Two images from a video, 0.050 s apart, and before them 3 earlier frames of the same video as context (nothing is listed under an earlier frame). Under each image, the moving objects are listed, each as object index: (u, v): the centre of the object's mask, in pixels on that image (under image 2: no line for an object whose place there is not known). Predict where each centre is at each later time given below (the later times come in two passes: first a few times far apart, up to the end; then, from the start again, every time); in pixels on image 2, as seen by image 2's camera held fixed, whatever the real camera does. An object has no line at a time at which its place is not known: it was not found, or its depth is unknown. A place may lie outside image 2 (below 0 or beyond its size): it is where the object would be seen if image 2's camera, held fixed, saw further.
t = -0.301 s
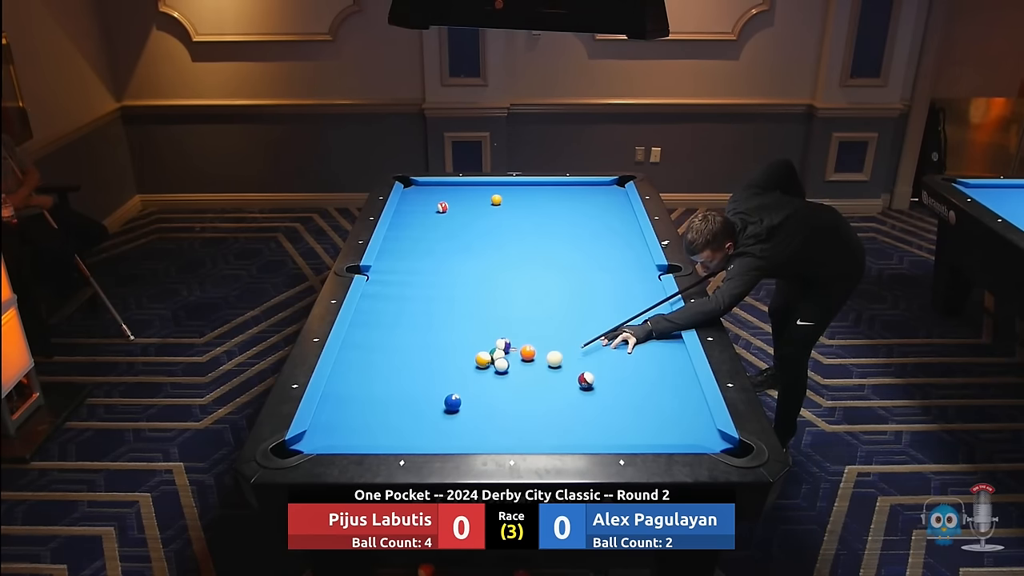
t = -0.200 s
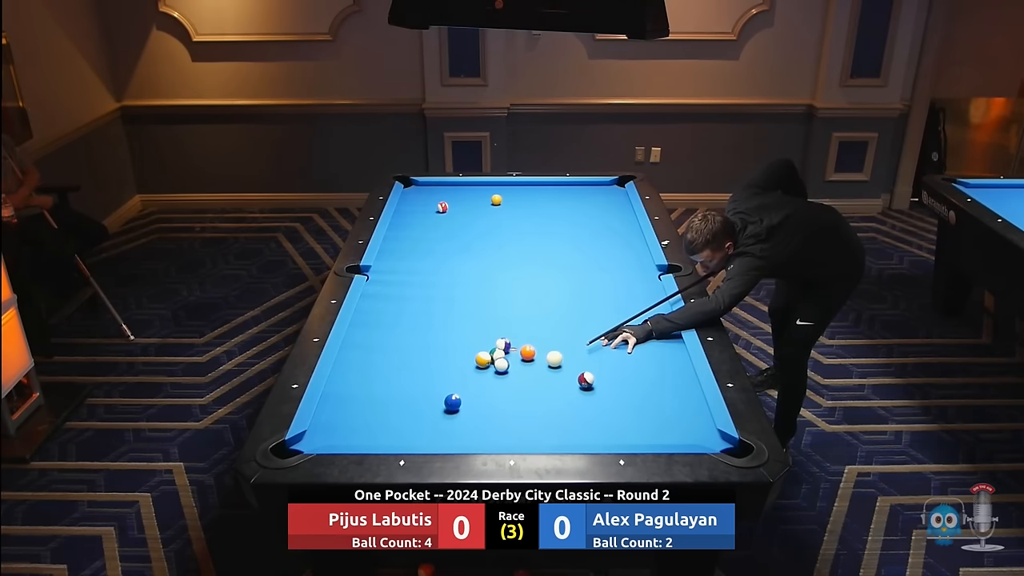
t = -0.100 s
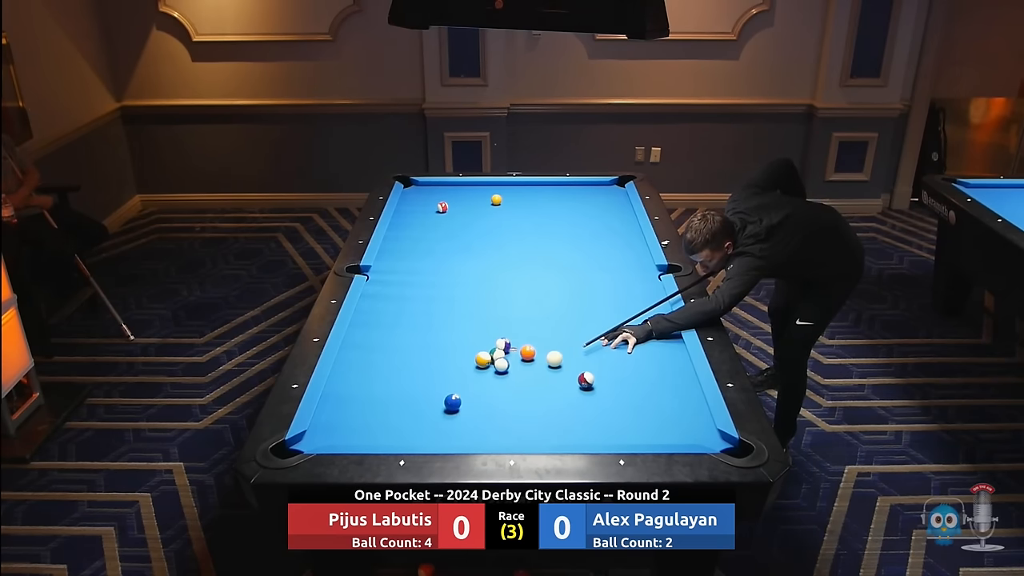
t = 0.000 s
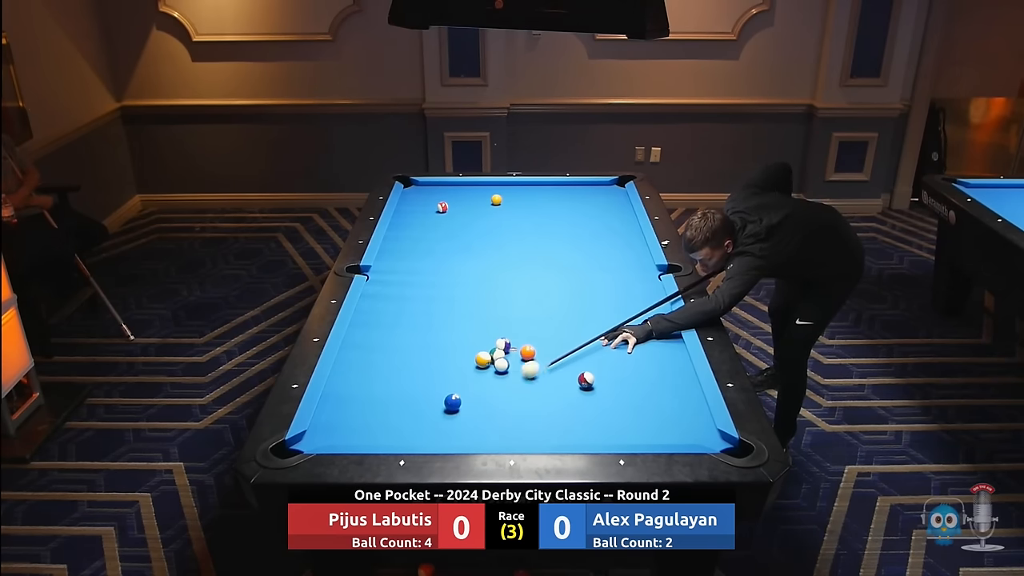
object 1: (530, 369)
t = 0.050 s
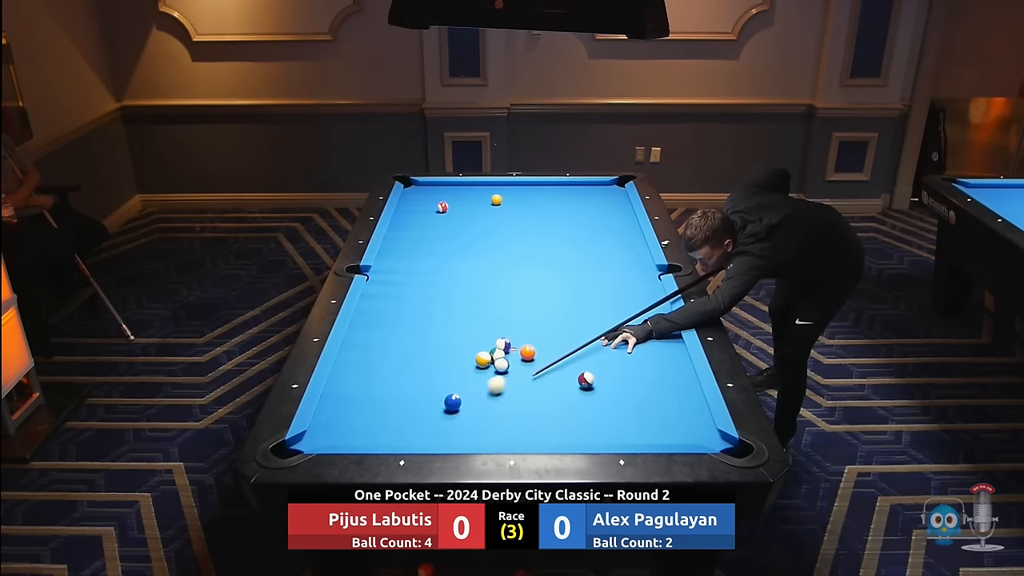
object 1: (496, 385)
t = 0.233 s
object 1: (478, 413)
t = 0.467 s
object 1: (493, 434)
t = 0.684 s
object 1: (515, 434)
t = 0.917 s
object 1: (541, 423)
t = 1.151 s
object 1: (564, 413)
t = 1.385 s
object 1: (586, 404)
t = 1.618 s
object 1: (606, 395)
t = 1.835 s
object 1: (623, 388)
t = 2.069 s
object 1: (640, 381)
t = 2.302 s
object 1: (655, 374)
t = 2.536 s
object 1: (669, 368)
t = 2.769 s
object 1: (681, 362)
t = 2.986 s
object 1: (676, 358)
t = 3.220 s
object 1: (667, 354)
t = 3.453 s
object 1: (659, 351)
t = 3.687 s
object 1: (652, 348)
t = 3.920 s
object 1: (645, 346)
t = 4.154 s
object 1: (640, 344)
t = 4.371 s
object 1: (636, 342)
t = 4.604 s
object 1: (633, 342)
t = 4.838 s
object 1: (631, 341)
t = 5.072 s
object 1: (629, 341)
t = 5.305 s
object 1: (628, 340)
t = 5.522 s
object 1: (628, 340)
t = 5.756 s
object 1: (628, 340)
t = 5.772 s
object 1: (628, 340)
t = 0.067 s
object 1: (484, 390)
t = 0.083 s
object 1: (473, 396)
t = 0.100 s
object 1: (469, 399)
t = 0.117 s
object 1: (470, 401)
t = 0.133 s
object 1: (472, 403)
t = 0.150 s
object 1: (473, 405)
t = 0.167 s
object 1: (474, 406)
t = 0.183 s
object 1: (475, 408)
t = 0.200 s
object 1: (476, 410)
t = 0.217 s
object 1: (477, 411)
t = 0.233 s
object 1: (478, 413)
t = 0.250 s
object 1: (479, 414)
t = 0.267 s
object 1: (480, 416)
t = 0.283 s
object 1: (481, 417)
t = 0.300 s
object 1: (482, 419)
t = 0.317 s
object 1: (483, 421)
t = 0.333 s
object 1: (484, 422)
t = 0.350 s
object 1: (485, 424)
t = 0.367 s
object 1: (486, 425)
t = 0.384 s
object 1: (488, 427)
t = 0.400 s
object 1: (489, 428)
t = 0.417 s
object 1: (490, 430)
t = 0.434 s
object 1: (491, 431)
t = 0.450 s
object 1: (492, 433)
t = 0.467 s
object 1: (493, 434)
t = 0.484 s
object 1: (494, 435)
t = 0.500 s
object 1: (495, 436)
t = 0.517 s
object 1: (496, 437)
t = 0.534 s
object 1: (497, 438)
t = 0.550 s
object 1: (499, 438)
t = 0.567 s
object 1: (502, 438)
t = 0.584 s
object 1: (503, 437)
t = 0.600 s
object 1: (505, 436)
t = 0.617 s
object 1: (507, 436)
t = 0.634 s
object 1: (509, 435)
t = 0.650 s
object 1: (511, 435)
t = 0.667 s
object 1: (513, 434)
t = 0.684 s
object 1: (515, 434)
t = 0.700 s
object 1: (517, 433)
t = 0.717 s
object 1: (519, 432)
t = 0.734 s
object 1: (521, 431)
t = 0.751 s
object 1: (523, 431)
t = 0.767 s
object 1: (524, 430)
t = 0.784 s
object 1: (526, 429)
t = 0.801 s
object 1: (528, 428)
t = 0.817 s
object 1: (530, 428)
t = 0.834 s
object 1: (532, 427)
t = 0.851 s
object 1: (533, 426)
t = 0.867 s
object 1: (535, 425)
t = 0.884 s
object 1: (537, 424)
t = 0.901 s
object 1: (539, 424)
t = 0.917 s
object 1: (541, 423)
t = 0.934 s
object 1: (542, 422)
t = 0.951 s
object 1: (544, 421)
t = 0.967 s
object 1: (546, 421)
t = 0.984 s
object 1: (548, 420)
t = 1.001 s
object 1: (549, 419)
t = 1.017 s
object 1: (551, 419)
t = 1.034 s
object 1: (553, 418)
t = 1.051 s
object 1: (554, 417)
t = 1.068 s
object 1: (556, 417)
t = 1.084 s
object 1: (558, 416)
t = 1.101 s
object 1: (559, 415)
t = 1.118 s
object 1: (561, 414)
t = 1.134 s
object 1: (563, 414)
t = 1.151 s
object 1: (564, 413)
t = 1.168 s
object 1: (566, 412)
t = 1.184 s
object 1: (568, 412)
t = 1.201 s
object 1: (569, 411)
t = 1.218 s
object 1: (571, 410)
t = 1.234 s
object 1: (572, 410)
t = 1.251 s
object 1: (574, 409)
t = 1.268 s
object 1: (575, 408)
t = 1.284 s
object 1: (577, 408)
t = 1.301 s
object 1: (578, 407)
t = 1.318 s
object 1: (580, 407)
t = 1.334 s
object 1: (582, 406)
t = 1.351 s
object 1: (583, 405)
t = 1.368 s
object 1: (584, 405)
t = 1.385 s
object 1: (586, 404)
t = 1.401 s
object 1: (587, 403)
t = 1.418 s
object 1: (589, 403)
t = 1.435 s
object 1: (590, 402)
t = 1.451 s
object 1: (592, 401)
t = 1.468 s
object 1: (593, 401)
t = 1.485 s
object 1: (595, 400)
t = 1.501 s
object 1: (596, 400)
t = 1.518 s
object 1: (598, 399)
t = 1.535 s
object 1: (599, 399)
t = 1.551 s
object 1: (601, 398)
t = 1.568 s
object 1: (602, 397)
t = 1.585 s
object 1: (603, 397)
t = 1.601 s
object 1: (605, 396)
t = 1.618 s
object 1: (606, 395)
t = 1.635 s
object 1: (607, 395)
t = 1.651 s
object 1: (609, 394)
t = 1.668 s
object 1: (610, 394)
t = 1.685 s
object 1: (612, 393)
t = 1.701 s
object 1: (613, 393)
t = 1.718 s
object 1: (614, 392)
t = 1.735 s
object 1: (615, 392)
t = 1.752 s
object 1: (617, 391)
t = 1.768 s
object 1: (618, 391)
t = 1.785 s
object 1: (619, 390)
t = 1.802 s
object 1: (620, 389)
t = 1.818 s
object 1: (622, 389)
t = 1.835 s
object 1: (623, 388)
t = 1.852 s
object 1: (624, 388)
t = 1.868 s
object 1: (626, 387)
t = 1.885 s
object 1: (627, 386)
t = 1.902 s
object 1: (628, 386)
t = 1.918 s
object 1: (629, 385)
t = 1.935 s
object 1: (630, 385)
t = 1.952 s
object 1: (632, 384)
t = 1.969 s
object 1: (633, 384)
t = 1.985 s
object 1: (634, 383)
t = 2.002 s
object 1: (635, 383)
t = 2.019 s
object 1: (636, 382)
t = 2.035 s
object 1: (637, 382)
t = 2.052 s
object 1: (639, 381)
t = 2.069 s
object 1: (640, 381)
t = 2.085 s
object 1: (641, 380)
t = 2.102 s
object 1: (642, 380)
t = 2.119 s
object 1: (643, 379)
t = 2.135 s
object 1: (644, 379)
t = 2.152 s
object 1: (645, 378)
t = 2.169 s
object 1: (646, 378)
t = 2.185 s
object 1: (648, 377)
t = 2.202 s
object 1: (649, 377)
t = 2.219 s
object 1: (650, 376)
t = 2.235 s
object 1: (651, 376)
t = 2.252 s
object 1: (652, 375)
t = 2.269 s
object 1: (653, 375)
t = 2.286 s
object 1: (654, 374)
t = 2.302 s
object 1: (655, 374)
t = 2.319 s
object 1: (656, 373)
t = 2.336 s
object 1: (657, 373)
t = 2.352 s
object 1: (658, 373)
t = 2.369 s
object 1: (659, 372)
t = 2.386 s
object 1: (660, 372)
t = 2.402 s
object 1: (661, 371)
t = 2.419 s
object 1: (662, 371)
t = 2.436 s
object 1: (663, 370)
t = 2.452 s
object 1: (664, 370)
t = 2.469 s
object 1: (665, 369)
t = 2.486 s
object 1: (666, 369)
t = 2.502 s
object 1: (667, 368)
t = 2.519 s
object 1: (668, 368)
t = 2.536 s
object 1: (669, 368)
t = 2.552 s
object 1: (670, 367)
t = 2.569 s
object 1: (671, 367)
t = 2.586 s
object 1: (672, 367)
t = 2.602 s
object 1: (673, 366)
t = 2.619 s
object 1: (674, 366)
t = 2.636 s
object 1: (674, 365)
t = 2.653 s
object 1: (675, 365)
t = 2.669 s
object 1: (676, 364)
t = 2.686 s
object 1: (677, 364)
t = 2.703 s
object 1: (678, 363)
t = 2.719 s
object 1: (679, 363)
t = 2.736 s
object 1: (680, 363)
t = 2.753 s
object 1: (681, 362)
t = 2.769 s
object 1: (681, 362)
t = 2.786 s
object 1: (682, 362)
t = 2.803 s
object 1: (683, 361)
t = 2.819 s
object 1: (683, 361)
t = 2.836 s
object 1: (682, 360)
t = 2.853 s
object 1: (681, 360)
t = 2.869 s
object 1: (681, 360)
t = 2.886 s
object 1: (680, 360)
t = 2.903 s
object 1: (679, 359)
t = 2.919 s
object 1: (679, 359)
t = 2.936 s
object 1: (678, 359)
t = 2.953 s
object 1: (677, 359)
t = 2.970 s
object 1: (676, 358)
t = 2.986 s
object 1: (676, 358)
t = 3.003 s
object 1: (675, 358)
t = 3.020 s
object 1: (674, 357)
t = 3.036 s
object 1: (674, 357)
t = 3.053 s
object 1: (673, 357)
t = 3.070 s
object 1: (672, 356)
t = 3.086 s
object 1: (672, 356)
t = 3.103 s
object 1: (671, 356)
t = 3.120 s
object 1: (671, 356)
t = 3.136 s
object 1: (670, 355)
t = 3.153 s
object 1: (669, 355)
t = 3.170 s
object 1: (669, 355)
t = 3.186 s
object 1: (668, 355)
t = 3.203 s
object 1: (667, 354)
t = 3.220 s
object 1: (667, 354)
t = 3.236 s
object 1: (666, 354)
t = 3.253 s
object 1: (665, 354)
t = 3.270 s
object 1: (665, 353)
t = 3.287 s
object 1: (664, 353)
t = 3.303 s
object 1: (664, 353)
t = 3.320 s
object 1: (663, 353)
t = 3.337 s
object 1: (663, 352)
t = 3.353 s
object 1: (662, 352)
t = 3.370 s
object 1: (661, 352)
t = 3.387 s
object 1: (661, 352)
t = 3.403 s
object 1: (660, 351)
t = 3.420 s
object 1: (660, 351)
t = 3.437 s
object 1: (659, 351)
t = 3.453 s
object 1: (659, 351)
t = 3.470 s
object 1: (658, 351)
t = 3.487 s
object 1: (658, 350)
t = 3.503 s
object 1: (657, 350)
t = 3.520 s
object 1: (657, 350)
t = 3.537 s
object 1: (656, 350)
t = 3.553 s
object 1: (656, 350)
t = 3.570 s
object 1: (655, 349)
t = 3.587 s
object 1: (655, 349)
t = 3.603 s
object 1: (654, 349)
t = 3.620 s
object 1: (654, 349)
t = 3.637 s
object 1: (653, 348)
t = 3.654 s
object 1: (653, 348)
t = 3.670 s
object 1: (652, 348)
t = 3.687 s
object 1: (652, 348)
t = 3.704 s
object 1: (651, 348)
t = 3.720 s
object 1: (651, 348)
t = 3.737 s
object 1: (650, 348)
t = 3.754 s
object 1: (650, 347)
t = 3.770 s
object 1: (649, 347)
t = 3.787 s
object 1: (649, 347)
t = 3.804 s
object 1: (648, 347)
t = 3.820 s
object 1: (648, 347)
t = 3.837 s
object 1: (648, 346)
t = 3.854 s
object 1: (647, 346)
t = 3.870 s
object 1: (647, 346)
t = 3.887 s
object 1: (646, 346)
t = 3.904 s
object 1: (646, 346)
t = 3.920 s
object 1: (645, 346)
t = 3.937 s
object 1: (645, 346)
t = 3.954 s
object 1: (645, 345)
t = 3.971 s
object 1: (644, 345)
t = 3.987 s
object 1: (644, 345)
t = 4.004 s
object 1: (643, 345)
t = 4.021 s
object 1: (643, 345)
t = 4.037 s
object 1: (643, 345)
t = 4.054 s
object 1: (642, 345)
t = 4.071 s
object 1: (642, 344)
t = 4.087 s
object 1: (642, 344)
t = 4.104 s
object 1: (641, 344)
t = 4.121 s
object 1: (641, 344)
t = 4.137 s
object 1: (640, 344)
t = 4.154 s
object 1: (640, 344)
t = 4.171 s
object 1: (640, 344)
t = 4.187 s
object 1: (640, 344)
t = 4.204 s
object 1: (639, 343)
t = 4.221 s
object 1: (639, 343)
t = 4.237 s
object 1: (639, 343)
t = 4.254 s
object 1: (638, 343)
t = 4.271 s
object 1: (638, 343)
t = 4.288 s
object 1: (638, 343)
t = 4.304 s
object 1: (637, 343)
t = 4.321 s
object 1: (637, 343)
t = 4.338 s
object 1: (637, 343)
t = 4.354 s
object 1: (637, 343)
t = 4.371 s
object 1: (636, 342)
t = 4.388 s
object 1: (636, 342)
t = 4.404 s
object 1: (636, 342)
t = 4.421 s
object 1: (635, 342)
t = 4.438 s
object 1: (635, 342)
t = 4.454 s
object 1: (635, 342)
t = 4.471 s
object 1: (635, 342)
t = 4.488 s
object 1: (635, 342)
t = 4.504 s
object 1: (634, 342)
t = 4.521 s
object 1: (634, 342)
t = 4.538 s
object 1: (634, 342)
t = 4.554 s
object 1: (634, 342)
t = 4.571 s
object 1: (633, 342)
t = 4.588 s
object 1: (633, 342)
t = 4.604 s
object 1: (633, 342)
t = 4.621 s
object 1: (633, 341)
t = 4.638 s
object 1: (632, 341)
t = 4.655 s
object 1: (632, 341)
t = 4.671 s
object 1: (632, 341)
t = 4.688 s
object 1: (632, 341)
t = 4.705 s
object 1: (632, 341)
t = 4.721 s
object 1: (632, 341)
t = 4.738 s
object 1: (632, 341)
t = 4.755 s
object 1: (631, 341)
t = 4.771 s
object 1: (631, 341)
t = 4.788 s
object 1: (631, 341)
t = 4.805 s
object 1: (631, 341)
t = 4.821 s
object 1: (631, 341)
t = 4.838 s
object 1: (631, 341)
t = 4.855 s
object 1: (630, 341)
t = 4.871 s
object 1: (630, 341)
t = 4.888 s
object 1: (630, 341)
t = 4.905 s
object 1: (630, 341)
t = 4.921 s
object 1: (630, 341)
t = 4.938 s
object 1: (630, 341)
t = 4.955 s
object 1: (629, 341)
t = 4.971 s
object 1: (629, 341)
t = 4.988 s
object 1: (629, 341)
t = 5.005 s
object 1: (629, 340)
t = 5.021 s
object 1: (629, 341)
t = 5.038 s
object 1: (629, 340)
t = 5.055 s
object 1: (629, 340)
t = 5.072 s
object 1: (629, 341)
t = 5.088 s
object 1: (629, 340)
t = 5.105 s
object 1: (629, 341)
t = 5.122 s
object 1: (629, 340)
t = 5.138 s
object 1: (629, 340)
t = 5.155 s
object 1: (628, 341)
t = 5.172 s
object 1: (628, 341)
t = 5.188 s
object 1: (628, 340)
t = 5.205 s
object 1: (628, 340)
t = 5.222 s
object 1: (628, 340)
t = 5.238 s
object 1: (628, 340)
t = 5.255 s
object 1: (628, 340)
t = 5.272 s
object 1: (628, 340)
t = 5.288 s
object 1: (628, 340)
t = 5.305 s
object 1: (628, 340)
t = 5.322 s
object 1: (628, 340)
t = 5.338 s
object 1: (628, 340)
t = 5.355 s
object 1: (628, 340)
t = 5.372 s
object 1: (628, 340)
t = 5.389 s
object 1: (628, 340)
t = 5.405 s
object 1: (628, 340)
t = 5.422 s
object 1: (628, 340)
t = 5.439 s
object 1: (628, 340)
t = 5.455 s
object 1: (628, 340)
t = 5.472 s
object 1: (628, 340)
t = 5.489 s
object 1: (628, 340)
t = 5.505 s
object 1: (628, 340)
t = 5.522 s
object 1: (628, 340)
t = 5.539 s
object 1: (628, 340)
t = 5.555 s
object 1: (628, 340)
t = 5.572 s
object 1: (628, 340)
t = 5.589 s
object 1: (628, 340)
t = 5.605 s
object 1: (628, 340)
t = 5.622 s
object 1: (628, 340)
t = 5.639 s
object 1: (628, 340)
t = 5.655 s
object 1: (628, 340)
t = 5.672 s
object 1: (628, 340)
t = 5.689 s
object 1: (628, 340)
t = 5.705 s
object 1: (628, 340)
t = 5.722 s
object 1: (628, 340)
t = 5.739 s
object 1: (628, 340)
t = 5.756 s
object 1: (628, 340)
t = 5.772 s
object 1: (628, 340)
